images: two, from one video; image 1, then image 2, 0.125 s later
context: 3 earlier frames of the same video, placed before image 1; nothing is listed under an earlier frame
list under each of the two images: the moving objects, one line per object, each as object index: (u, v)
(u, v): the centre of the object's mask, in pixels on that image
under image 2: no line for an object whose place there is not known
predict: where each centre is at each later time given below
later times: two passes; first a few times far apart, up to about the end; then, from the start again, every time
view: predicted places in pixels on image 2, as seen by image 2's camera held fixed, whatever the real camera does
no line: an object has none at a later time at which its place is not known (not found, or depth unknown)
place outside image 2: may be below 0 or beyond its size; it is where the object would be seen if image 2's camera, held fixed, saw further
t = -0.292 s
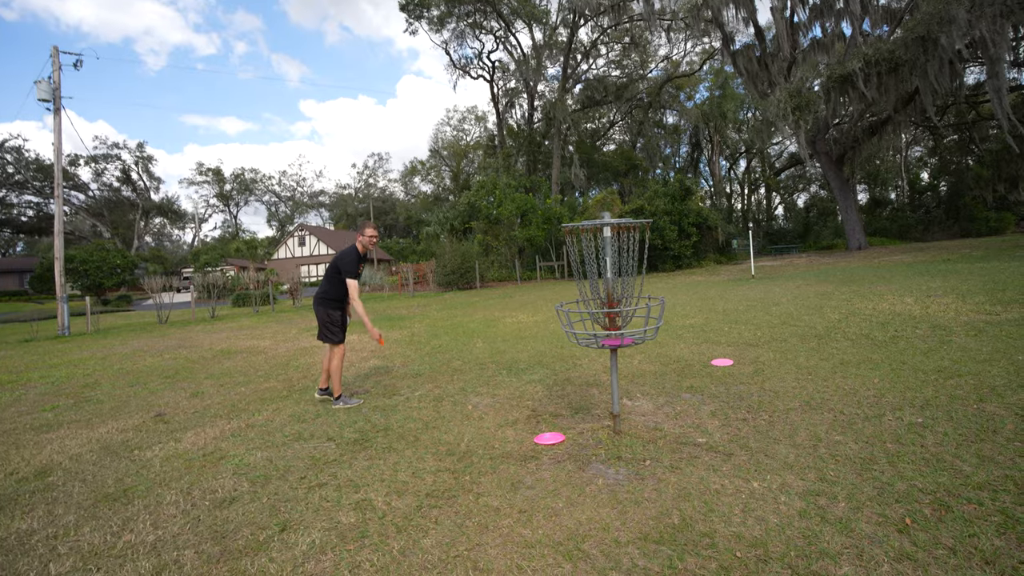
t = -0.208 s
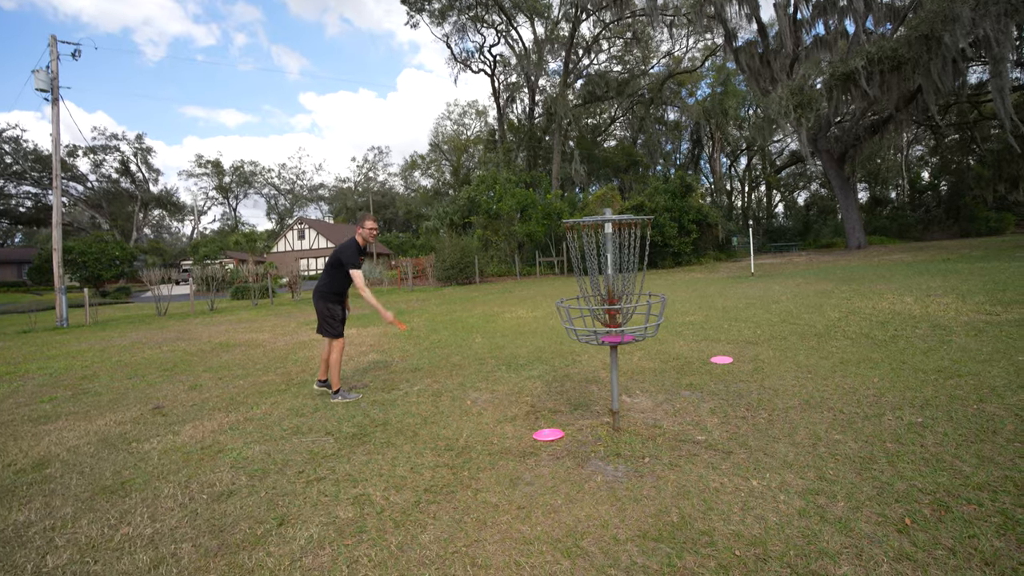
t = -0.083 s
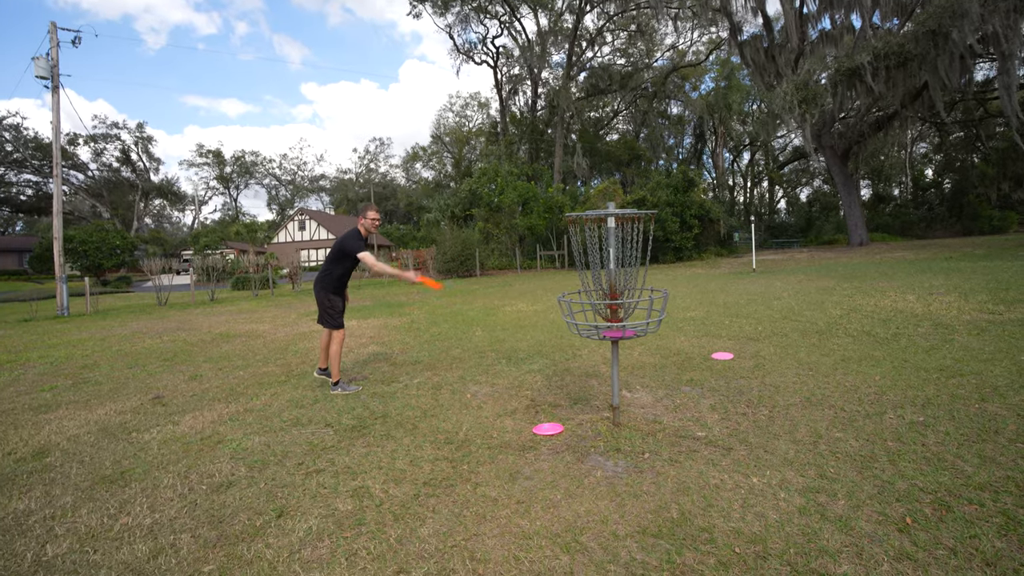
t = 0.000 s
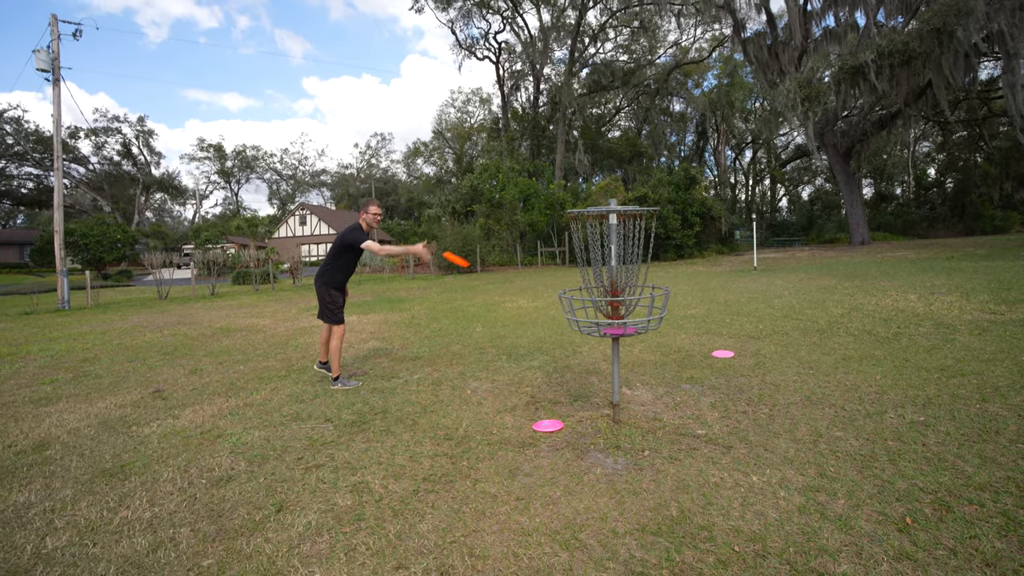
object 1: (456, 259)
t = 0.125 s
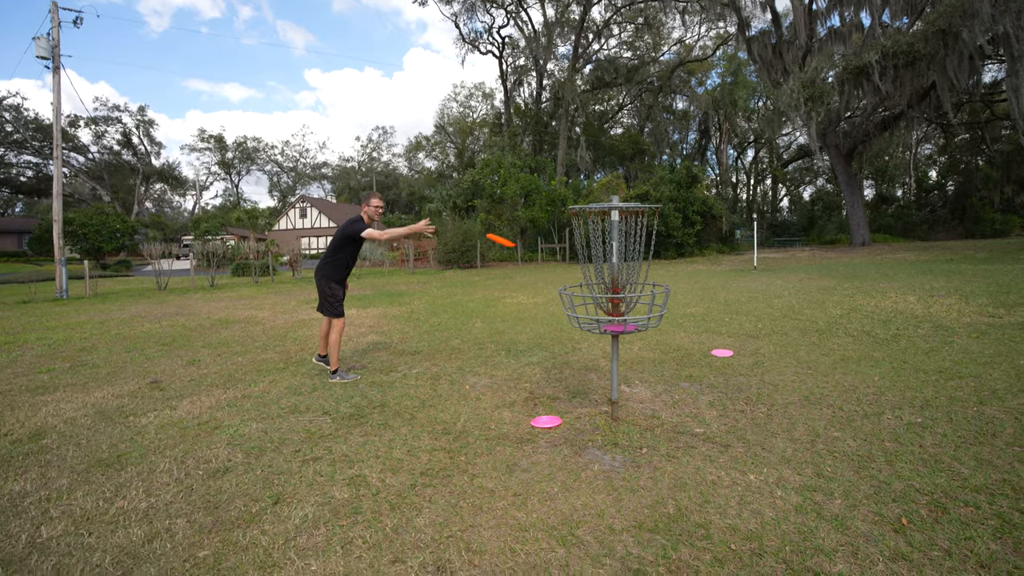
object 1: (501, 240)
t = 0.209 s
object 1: (535, 241)
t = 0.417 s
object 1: (596, 274)
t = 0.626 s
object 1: (590, 304)
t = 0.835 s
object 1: (583, 304)
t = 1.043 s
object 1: (583, 305)
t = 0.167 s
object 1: (516, 239)
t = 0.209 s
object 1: (535, 241)
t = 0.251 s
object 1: (552, 246)
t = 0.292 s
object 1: (570, 252)
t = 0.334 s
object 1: (584, 259)
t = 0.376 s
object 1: (592, 266)
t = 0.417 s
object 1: (596, 274)
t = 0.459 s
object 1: (595, 279)
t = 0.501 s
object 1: (594, 286)
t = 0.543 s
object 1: (593, 295)
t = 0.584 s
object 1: (591, 305)
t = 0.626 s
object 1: (590, 304)
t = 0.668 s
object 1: (586, 301)
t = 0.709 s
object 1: (584, 302)
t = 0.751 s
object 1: (585, 303)
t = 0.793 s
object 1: (583, 303)
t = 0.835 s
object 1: (583, 304)
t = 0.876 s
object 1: (583, 304)
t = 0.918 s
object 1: (583, 305)
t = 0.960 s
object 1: (582, 306)
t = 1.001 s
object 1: (583, 306)
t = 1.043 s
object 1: (583, 305)
